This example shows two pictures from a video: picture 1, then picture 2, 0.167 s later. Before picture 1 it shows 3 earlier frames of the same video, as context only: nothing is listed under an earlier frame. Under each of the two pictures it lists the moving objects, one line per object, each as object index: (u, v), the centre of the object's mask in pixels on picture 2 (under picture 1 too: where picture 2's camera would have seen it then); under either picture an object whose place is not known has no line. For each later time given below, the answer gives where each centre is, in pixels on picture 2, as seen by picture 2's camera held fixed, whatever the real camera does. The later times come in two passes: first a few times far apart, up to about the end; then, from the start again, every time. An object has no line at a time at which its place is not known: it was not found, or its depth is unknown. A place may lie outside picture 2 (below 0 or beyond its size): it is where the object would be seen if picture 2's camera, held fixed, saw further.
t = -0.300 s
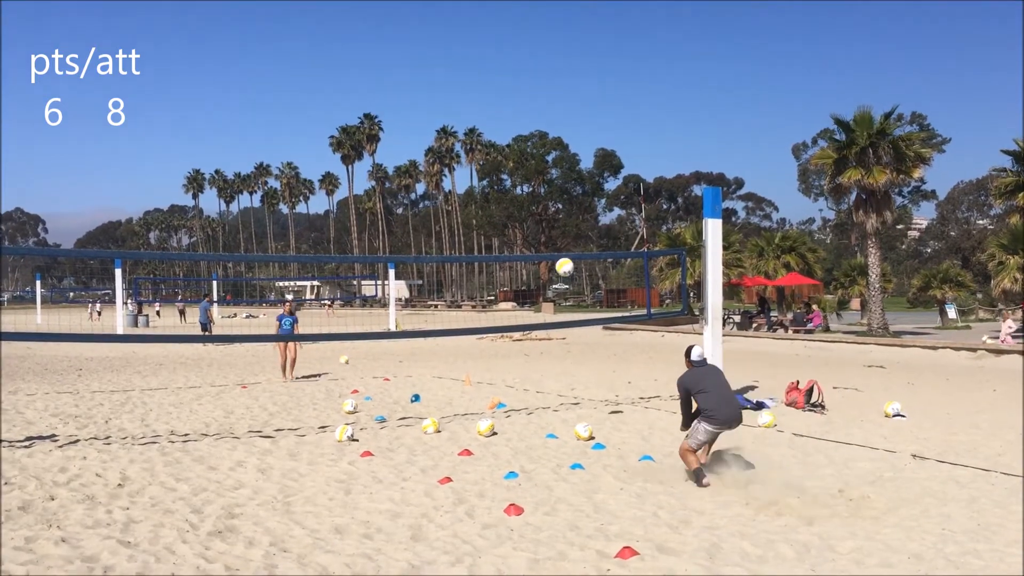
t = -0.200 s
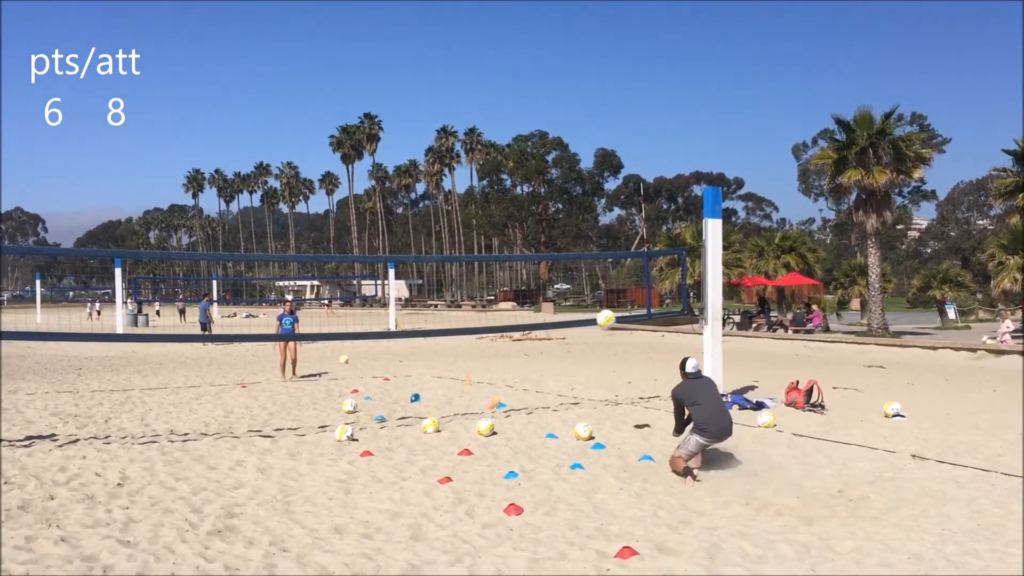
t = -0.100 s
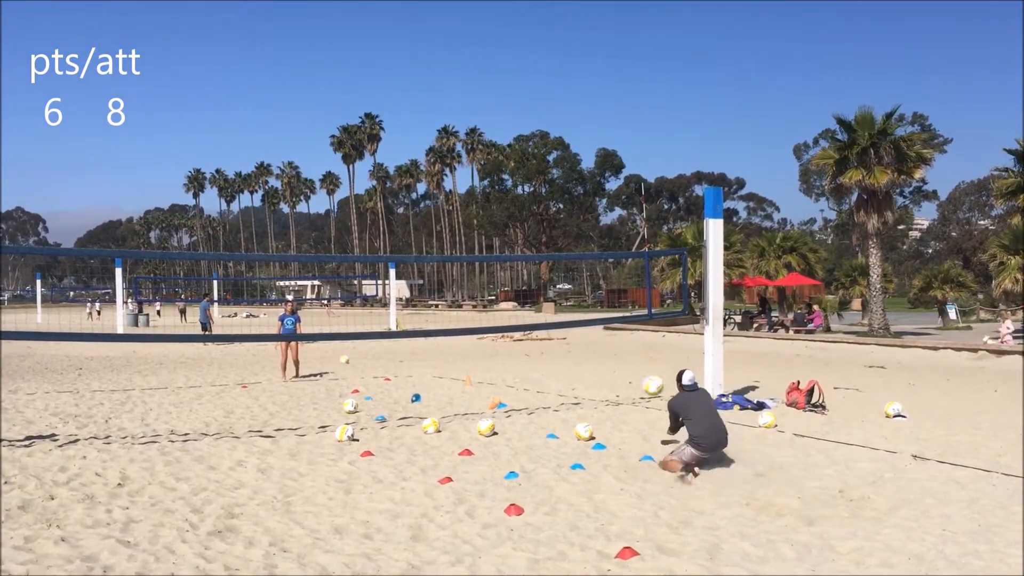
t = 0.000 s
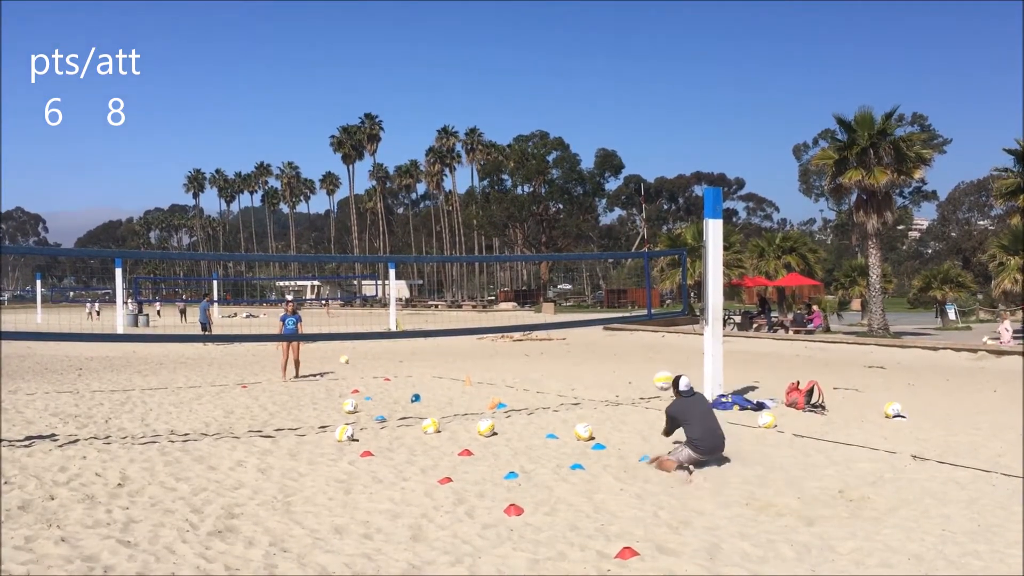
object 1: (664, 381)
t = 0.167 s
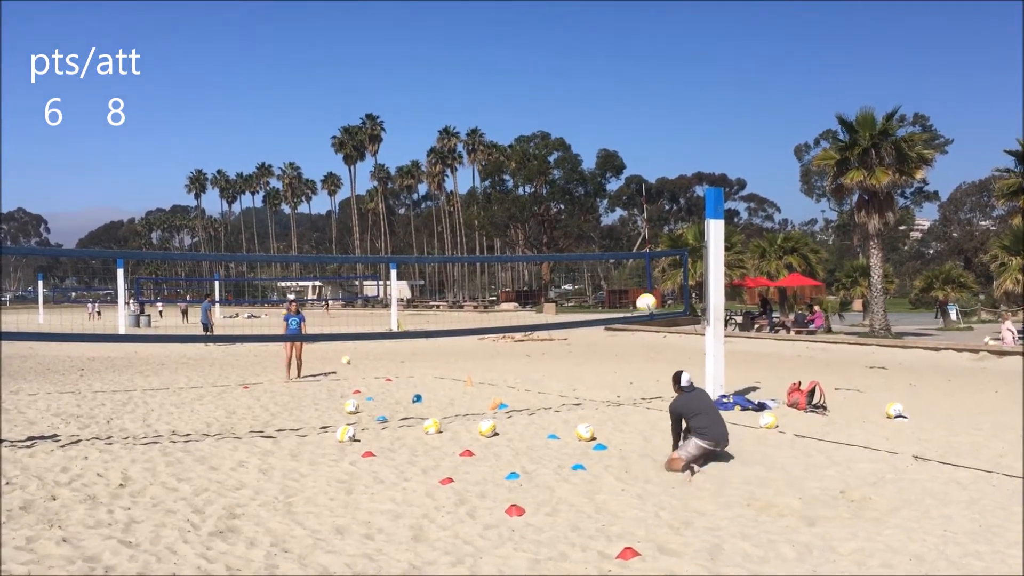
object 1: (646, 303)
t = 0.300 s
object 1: (633, 259)
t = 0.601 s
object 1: (609, 218)
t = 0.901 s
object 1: (590, 250)
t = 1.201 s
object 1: (573, 354)
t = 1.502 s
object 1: (585, 412)
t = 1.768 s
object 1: (623, 408)
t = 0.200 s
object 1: (643, 290)
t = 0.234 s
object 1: (639, 279)
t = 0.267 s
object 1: (636, 269)
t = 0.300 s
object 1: (633, 259)
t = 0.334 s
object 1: (630, 251)
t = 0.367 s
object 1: (627, 244)
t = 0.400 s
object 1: (625, 237)
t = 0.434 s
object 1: (622, 231)
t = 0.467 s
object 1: (619, 226)
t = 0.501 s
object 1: (617, 223)
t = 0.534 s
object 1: (614, 220)
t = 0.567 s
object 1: (612, 219)
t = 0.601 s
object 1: (609, 218)
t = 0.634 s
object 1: (607, 218)
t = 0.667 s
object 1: (605, 219)
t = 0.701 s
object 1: (602, 220)
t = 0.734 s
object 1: (600, 223)
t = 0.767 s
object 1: (598, 227)
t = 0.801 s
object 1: (596, 232)
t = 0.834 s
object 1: (593, 237)
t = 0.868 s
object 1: (592, 243)
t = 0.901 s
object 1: (590, 250)
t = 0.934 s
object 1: (588, 259)
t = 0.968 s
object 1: (586, 268)
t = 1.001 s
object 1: (584, 277)
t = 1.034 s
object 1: (582, 288)
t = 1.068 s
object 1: (581, 300)
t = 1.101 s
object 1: (579, 312)
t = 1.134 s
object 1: (577, 325)
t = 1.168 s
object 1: (575, 340)
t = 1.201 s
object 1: (573, 354)
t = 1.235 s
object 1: (572, 370)
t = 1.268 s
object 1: (571, 386)
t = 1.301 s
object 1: (569, 404)
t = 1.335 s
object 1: (568, 423)
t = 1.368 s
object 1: (568, 436)
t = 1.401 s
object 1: (572, 428)
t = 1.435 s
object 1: (576, 421)
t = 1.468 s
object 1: (581, 416)
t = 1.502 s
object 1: (585, 412)
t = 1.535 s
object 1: (590, 407)
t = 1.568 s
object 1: (594, 405)
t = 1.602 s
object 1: (599, 403)
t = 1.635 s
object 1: (603, 402)
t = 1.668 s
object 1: (608, 402)
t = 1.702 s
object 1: (613, 403)
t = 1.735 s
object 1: (618, 405)
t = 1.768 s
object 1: (623, 408)
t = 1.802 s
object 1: (628, 412)
